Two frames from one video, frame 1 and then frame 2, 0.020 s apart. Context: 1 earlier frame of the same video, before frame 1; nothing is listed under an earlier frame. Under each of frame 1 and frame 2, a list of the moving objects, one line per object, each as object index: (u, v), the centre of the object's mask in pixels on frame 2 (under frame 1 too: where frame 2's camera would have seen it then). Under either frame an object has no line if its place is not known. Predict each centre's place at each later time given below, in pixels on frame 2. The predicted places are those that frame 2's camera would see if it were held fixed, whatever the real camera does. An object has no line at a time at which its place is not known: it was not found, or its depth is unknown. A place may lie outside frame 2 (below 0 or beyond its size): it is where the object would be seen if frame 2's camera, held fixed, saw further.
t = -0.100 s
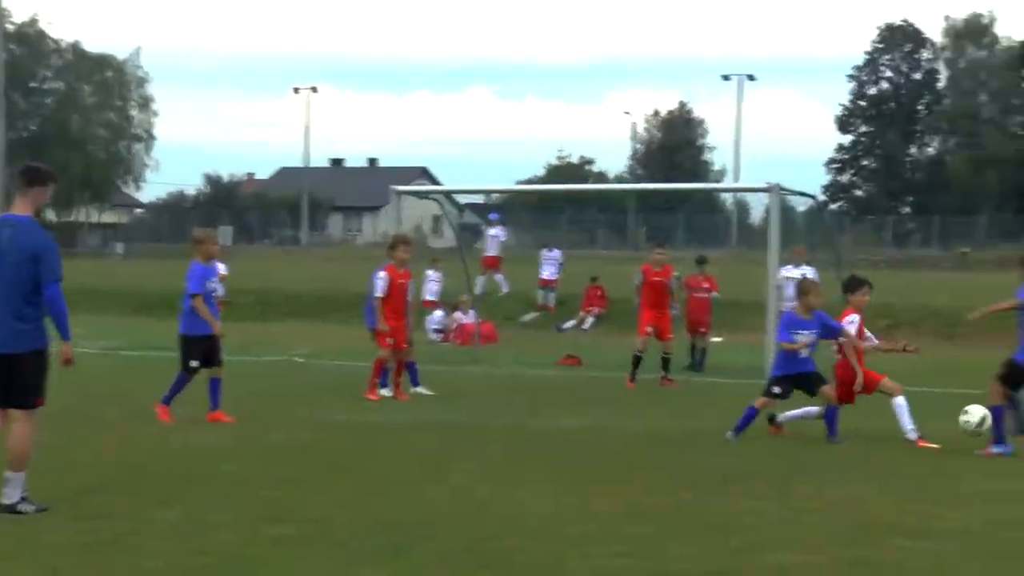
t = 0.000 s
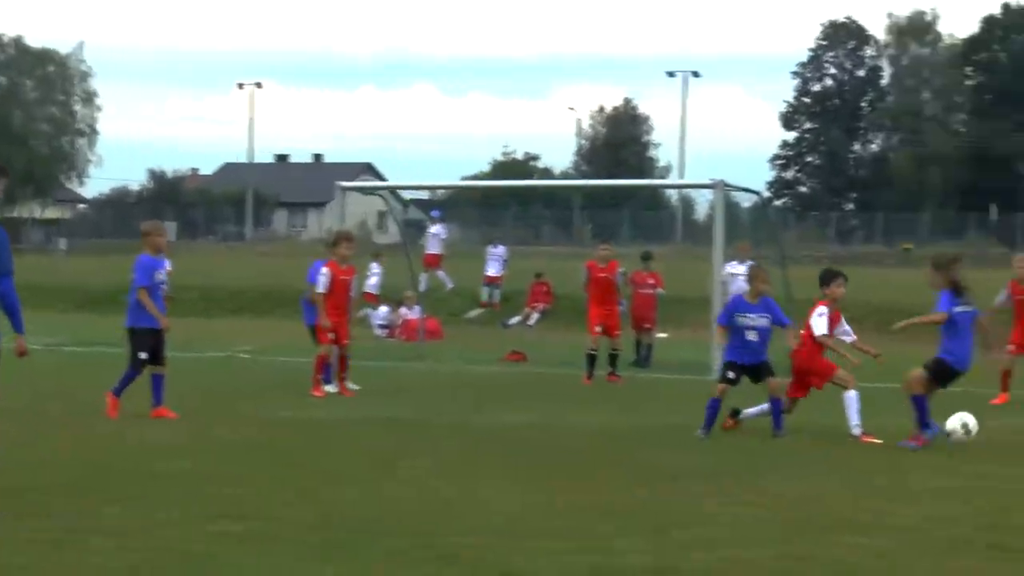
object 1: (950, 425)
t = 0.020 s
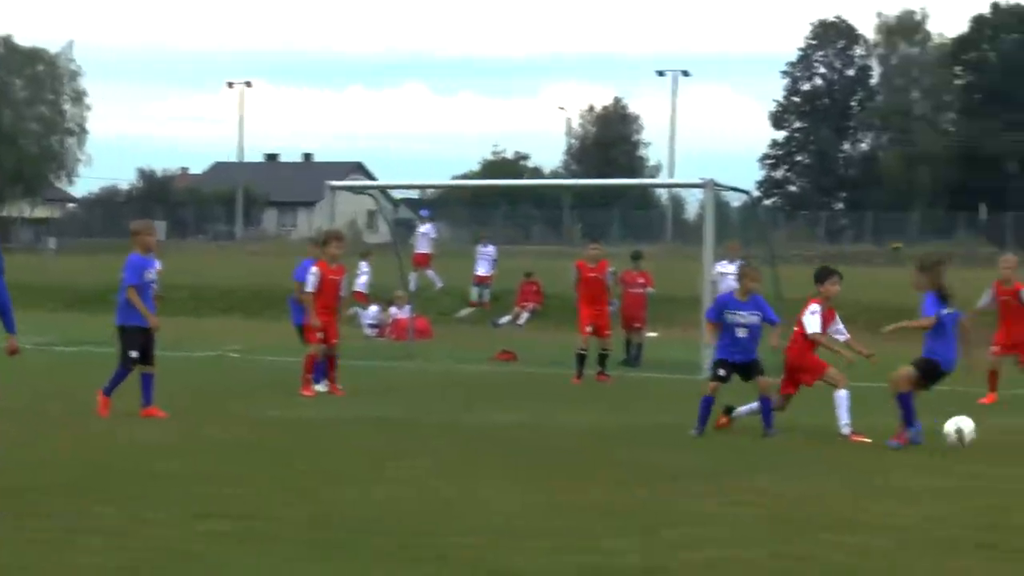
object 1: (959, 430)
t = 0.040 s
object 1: (969, 435)
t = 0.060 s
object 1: (979, 442)
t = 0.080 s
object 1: (990, 448)
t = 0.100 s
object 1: (1001, 455)
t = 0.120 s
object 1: (1010, 456)
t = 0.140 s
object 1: (1019, 453)
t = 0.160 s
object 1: (1027, 453)
